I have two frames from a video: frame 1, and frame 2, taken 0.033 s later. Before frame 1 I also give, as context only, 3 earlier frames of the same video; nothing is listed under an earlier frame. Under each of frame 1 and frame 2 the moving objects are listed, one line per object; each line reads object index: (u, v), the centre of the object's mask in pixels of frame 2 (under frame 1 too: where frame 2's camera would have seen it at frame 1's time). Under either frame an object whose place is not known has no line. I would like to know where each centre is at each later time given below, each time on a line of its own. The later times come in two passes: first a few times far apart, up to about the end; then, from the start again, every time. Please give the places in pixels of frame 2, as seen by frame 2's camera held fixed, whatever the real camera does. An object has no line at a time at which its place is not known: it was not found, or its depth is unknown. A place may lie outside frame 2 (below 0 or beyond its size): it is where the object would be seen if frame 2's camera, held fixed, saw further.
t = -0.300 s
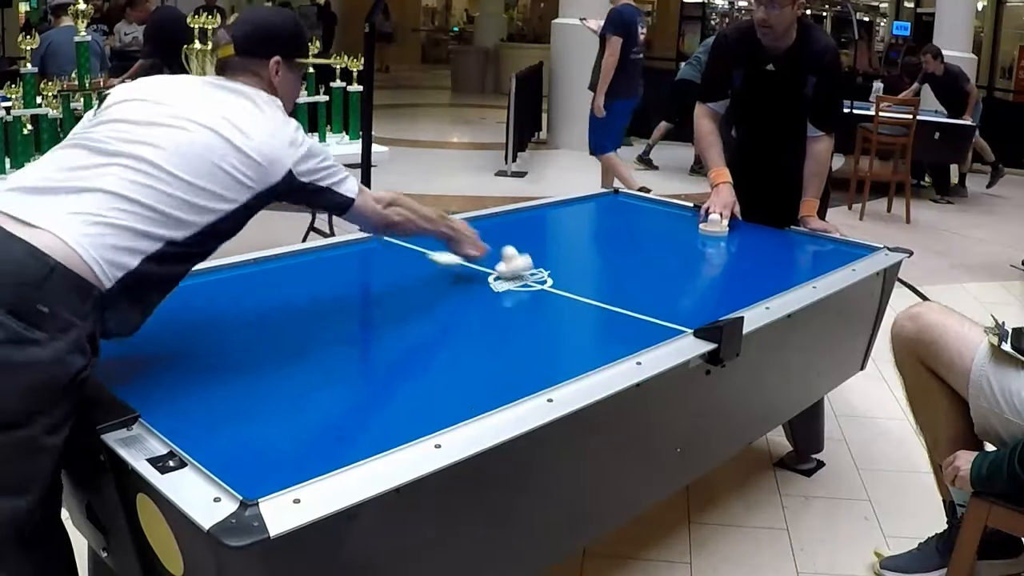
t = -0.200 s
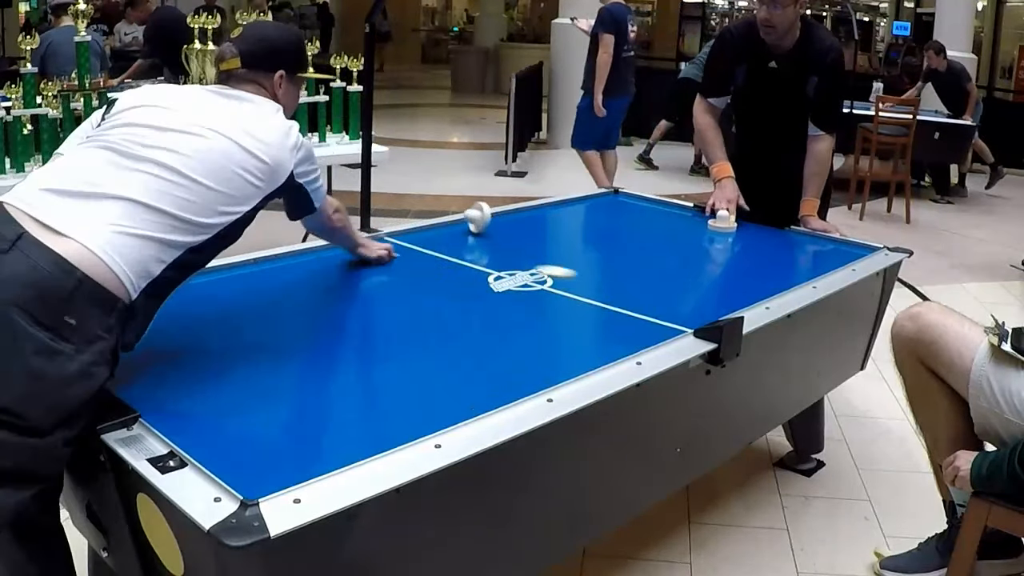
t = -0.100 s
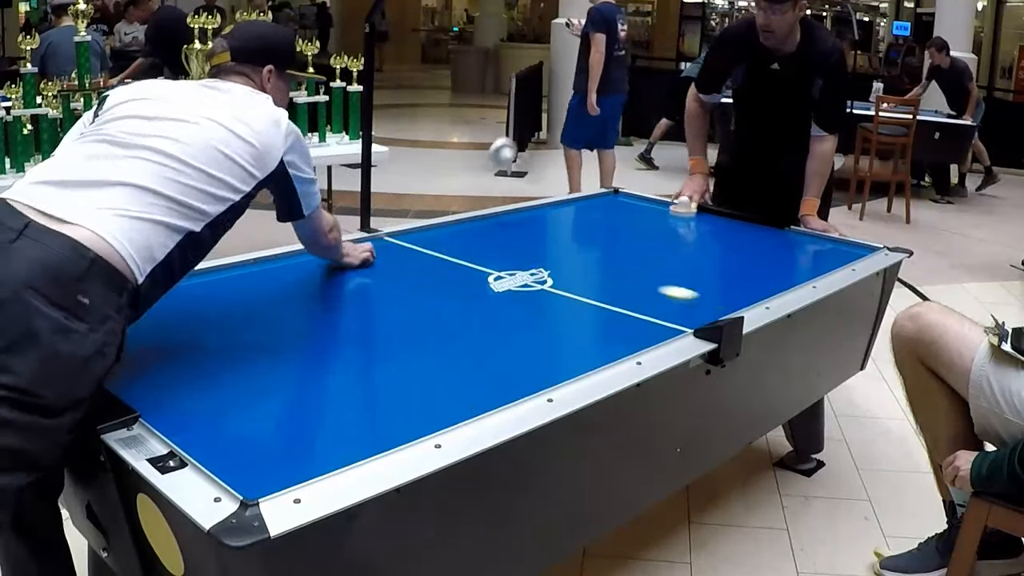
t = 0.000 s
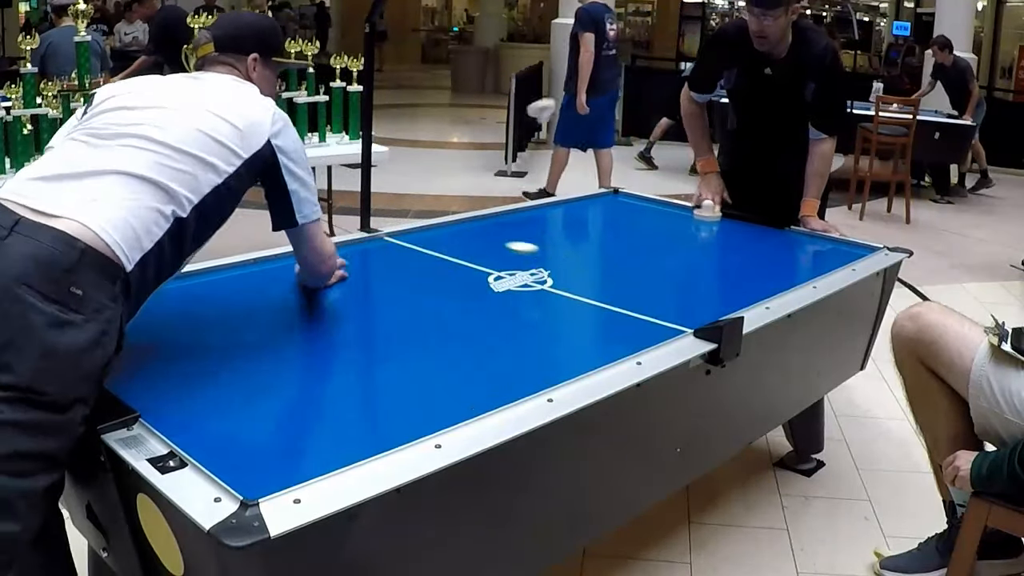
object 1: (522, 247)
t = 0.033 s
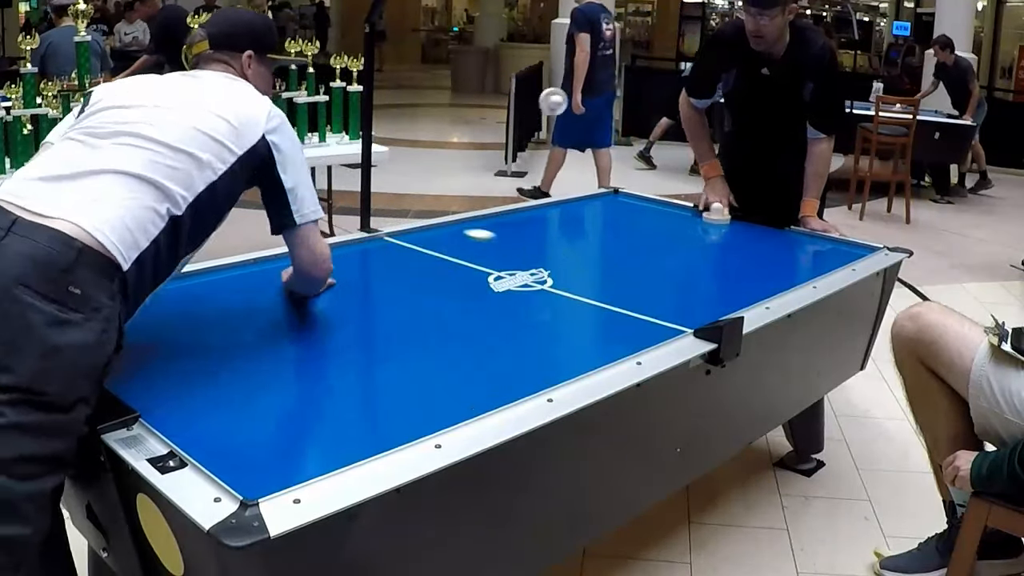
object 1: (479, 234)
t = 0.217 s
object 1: (653, 281)
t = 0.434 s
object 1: (556, 257)
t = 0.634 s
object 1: (511, 247)
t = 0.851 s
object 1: (706, 304)
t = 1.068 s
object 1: (570, 268)
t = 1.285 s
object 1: (441, 231)
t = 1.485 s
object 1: (543, 259)
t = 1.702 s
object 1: (675, 295)
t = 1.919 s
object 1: (654, 289)
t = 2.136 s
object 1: (545, 259)
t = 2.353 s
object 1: (455, 234)
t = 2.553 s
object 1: (493, 246)
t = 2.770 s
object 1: (571, 270)
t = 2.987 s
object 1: (661, 297)
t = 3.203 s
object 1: (684, 305)
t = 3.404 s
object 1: (607, 285)
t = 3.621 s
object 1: (532, 264)
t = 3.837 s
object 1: (467, 247)
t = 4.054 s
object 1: (427, 237)
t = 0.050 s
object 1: (459, 228)
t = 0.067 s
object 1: (470, 231)
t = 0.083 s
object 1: (488, 236)
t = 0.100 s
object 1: (506, 241)
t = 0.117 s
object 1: (525, 246)
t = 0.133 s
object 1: (544, 251)
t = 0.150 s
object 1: (564, 257)
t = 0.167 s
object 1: (585, 263)
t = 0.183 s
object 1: (607, 268)
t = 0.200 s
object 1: (629, 275)
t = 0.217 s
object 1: (653, 281)
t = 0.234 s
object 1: (676, 287)
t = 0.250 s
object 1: (701, 294)
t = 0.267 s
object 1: (727, 301)
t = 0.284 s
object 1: (733, 302)
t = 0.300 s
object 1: (712, 297)
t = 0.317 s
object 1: (690, 292)
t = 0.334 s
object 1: (670, 286)
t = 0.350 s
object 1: (650, 281)
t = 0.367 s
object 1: (630, 276)
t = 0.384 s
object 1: (610, 271)
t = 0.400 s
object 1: (592, 266)
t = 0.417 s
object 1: (574, 262)
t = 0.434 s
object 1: (556, 257)
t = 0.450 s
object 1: (539, 252)
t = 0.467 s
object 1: (523, 248)
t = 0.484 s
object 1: (507, 244)
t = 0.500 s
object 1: (491, 239)
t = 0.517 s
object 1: (476, 235)
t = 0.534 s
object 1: (462, 231)
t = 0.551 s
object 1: (452, 229)
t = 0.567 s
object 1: (463, 232)
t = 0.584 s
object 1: (475, 236)
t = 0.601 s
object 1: (487, 240)
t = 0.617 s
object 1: (499, 243)
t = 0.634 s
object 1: (511, 247)
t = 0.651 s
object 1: (524, 251)
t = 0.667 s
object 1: (537, 255)
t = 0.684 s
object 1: (551, 259)
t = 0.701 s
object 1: (565, 263)
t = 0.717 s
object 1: (579, 267)
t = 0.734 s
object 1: (593, 271)
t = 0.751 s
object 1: (608, 276)
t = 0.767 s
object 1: (624, 280)
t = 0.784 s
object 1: (639, 285)
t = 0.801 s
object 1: (655, 289)
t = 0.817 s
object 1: (672, 294)
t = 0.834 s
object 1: (689, 299)
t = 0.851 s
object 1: (706, 304)
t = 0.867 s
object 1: (722, 309)
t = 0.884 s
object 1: (718, 308)
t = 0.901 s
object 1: (703, 304)
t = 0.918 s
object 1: (689, 300)
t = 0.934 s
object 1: (674, 296)
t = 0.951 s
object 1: (660, 292)
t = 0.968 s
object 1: (647, 288)
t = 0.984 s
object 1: (633, 285)
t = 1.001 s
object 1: (620, 282)
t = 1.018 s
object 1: (607, 278)
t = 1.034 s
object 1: (595, 274)
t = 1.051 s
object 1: (582, 271)
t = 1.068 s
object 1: (570, 268)
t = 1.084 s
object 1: (559, 264)
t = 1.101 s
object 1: (547, 261)
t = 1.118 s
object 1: (536, 258)
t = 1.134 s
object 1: (525, 255)
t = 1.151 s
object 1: (514, 252)
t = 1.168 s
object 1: (503, 249)
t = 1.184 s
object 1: (493, 246)
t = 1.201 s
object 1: (483, 243)
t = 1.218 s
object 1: (473, 240)
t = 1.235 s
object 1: (463, 238)
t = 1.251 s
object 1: (454, 235)
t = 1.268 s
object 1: (445, 232)
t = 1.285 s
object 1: (441, 231)
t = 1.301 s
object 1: (449, 233)
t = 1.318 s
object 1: (457, 236)
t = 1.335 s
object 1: (465, 238)
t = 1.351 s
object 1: (473, 240)
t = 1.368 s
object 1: (481, 243)
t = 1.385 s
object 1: (490, 245)
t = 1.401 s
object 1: (498, 247)
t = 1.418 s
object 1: (507, 249)
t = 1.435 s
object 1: (516, 252)
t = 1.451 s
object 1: (524, 255)
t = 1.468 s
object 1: (534, 257)
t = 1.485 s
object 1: (543, 259)
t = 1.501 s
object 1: (552, 262)
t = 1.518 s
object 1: (561, 264)
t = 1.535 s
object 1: (571, 267)
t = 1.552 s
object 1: (580, 269)
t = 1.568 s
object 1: (591, 272)
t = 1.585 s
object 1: (601, 275)
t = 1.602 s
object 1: (611, 277)
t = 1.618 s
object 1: (621, 280)
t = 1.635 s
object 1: (632, 283)
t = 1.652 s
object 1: (642, 286)
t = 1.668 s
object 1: (653, 289)
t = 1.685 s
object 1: (664, 292)
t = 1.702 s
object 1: (675, 295)
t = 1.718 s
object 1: (686, 298)
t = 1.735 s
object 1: (698, 301)
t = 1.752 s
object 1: (709, 304)
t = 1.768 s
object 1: (721, 307)
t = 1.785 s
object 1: (728, 308)
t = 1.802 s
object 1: (721, 307)
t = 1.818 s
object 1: (711, 304)
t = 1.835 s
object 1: (702, 302)
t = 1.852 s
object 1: (692, 299)
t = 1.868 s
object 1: (682, 296)
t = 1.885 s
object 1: (673, 294)
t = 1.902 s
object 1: (663, 291)
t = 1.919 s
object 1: (654, 289)
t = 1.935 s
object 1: (645, 286)
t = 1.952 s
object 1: (636, 284)
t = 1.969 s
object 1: (627, 281)
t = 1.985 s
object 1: (619, 279)
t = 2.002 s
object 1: (610, 277)
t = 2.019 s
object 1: (602, 274)
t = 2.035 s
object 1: (593, 272)
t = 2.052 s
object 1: (585, 270)
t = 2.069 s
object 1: (577, 268)
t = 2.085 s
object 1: (569, 265)
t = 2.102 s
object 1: (561, 263)
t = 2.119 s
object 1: (553, 261)
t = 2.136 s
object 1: (545, 259)
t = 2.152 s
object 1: (538, 257)
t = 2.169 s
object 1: (530, 255)
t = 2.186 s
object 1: (523, 253)
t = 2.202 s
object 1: (515, 251)
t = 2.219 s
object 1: (508, 249)
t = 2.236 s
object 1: (501, 247)
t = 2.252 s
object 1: (494, 245)
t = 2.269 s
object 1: (488, 243)
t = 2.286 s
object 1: (481, 241)
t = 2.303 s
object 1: (474, 239)
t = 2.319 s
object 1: (468, 237)
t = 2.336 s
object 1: (461, 236)
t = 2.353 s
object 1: (455, 234)
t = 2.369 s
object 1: (449, 232)
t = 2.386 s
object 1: (443, 230)
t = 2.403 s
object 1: (446, 231)
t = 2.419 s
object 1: (451, 233)
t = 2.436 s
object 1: (456, 235)
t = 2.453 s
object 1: (461, 236)
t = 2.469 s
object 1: (467, 238)
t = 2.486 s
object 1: (472, 240)
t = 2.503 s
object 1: (477, 241)
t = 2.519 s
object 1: (482, 243)
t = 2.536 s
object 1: (488, 244)
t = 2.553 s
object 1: (493, 246)
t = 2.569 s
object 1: (499, 248)
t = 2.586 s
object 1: (505, 250)
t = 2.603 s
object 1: (510, 252)
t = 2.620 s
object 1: (516, 253)
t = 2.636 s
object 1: (522, 255)
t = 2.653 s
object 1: (528, 257)
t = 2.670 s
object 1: (534, 259)
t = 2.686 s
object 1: (540, 261)
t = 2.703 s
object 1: (546, 263)
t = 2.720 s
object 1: (552, 264)
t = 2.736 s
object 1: (558, 266)
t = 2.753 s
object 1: (565, 268)
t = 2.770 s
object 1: (571, 270)
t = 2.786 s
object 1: (578, 272)
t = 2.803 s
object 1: (584, 274)
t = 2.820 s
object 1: (591, 276)
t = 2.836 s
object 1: (598, 278)
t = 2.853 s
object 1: (604, 280)
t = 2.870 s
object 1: (611, 282)
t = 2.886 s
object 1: (618, 284)
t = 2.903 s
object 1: (625, 286)
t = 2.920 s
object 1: (632, 288)
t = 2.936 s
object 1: (639, 290)
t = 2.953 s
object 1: (647, 293)
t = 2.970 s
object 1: (654, 295)
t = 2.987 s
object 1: (661, 297)
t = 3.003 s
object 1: (669, 299)
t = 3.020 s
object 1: (676, 301)
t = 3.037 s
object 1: (684, 303)
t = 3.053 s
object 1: (692, 306)
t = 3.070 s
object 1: (699, 308)
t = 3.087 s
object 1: (707, 310)
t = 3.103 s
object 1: (714, 312)
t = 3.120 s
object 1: (716, 312)
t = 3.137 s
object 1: (711, 312)
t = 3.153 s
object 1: (704, 310)
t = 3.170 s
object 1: (697, 308)
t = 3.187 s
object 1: (690, 307)
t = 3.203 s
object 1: (684, 305)
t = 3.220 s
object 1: (677, 303)
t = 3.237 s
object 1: (670, 301)
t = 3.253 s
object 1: (664, 300)
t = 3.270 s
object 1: (657, 298)
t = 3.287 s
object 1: (651, 296)
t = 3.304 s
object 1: (644, 295)
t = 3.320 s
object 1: (638, 293)
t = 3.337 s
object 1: (632, 291)
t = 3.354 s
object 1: (625, 290)
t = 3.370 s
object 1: (619, 288)
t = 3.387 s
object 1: (613, 286)
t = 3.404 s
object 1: (607, 285)
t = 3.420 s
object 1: (601, 283)
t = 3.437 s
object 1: (595, 281)
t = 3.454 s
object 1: (589, 280)
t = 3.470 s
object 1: (583, 278)
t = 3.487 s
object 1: (577, 277)
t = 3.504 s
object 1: (571, 275)
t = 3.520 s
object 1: (565, 274)
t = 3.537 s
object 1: (560, 272)
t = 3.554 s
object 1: (554, 271)
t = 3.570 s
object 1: (549, 269)
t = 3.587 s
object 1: (543, 268)
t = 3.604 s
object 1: (538, 267)
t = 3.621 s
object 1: (532, 264)
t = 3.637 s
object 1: (527, 263)
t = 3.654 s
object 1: (521, 262)
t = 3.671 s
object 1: (516, 261)
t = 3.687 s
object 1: (511, 259)
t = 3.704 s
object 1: (506, 258)
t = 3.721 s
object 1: (501, 257)
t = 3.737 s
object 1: (496, 255)
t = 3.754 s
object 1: (491, 254)
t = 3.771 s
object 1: (486, 252)
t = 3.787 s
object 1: (481, 251)
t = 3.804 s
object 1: (476, 250)
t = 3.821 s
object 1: (471, 249)
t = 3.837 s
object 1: (467, 247)
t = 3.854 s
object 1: (462, 246)
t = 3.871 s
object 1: (457, 245)
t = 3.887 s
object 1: (453, 244)
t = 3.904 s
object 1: (449, 242)
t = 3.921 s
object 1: (444, 241)
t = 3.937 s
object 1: (440, 240)
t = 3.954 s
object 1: (435, 239)
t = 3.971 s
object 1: (431, 237)
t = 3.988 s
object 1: (427, 236)
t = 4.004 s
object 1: (423, 235)
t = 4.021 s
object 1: (421, 235)
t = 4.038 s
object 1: (424, 235)
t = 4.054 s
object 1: (427, 237)
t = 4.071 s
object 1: (431, 238)
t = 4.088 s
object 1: (435, 239)
